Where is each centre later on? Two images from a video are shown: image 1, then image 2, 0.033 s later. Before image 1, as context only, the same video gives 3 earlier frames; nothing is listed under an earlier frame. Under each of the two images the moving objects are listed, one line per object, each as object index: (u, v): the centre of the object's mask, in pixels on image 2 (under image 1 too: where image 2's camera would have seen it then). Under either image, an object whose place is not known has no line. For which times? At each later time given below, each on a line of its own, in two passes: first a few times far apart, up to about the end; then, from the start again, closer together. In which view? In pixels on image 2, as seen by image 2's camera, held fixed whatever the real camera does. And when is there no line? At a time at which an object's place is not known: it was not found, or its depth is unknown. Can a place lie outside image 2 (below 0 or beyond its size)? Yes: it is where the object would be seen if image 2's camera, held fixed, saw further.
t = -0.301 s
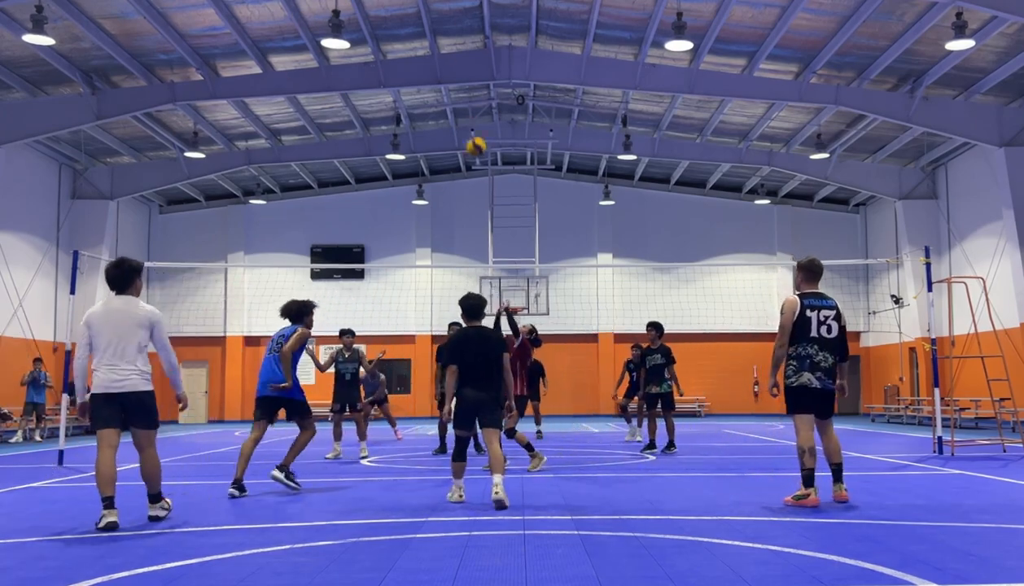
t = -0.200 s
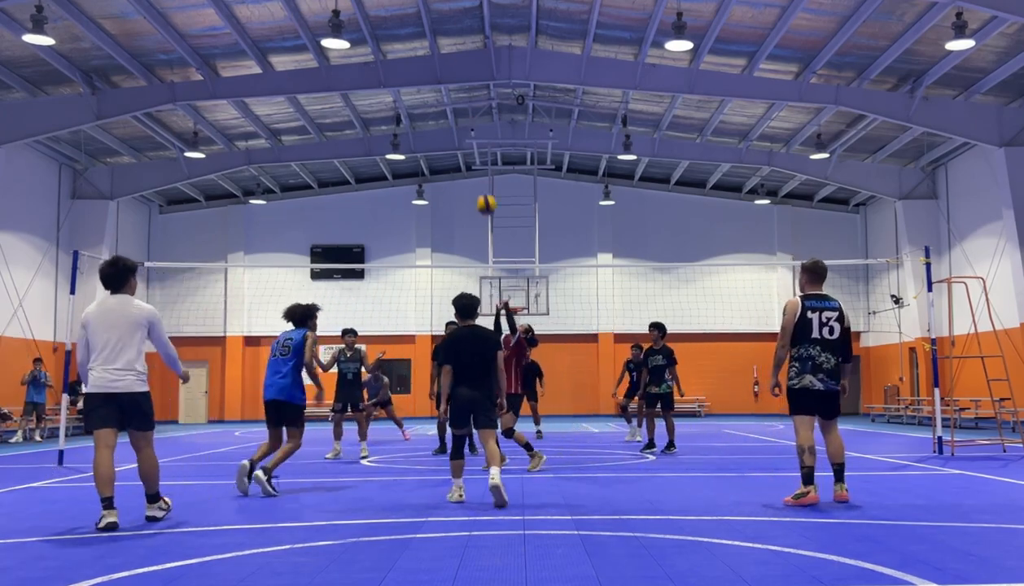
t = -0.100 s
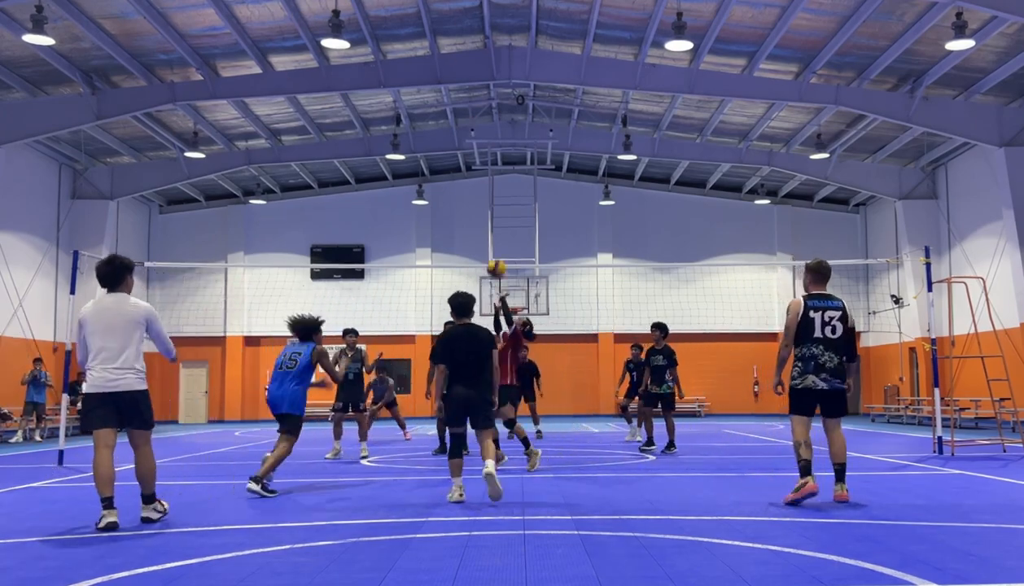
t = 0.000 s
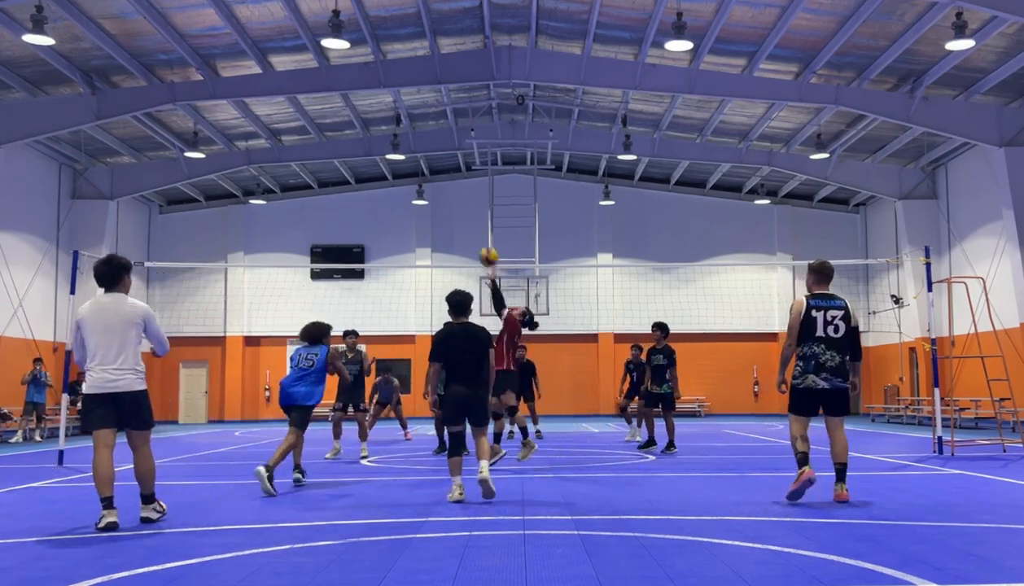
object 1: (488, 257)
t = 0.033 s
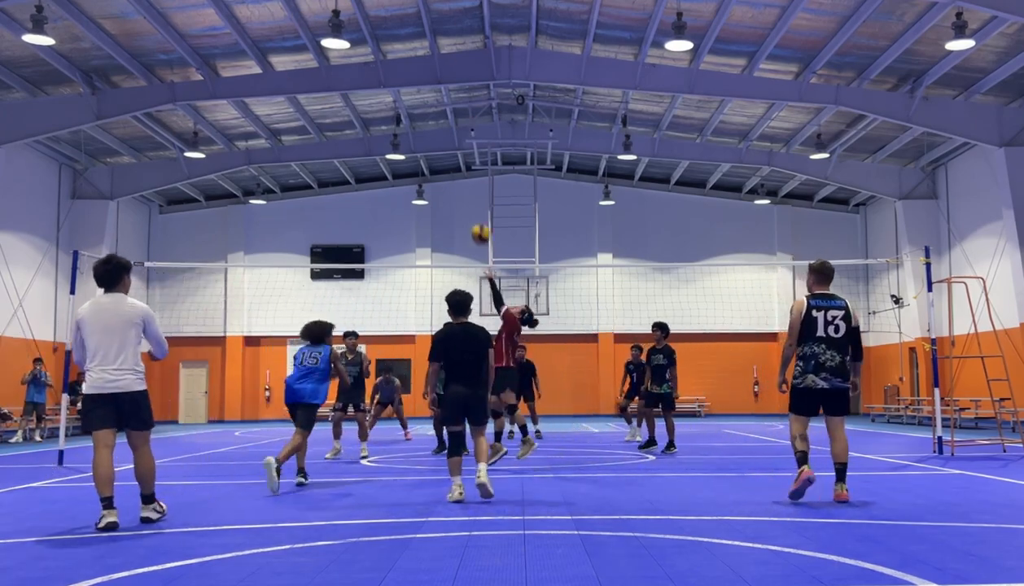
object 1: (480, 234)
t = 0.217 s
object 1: (436, 127)
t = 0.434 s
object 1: (387, 45)
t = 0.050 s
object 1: (477, 223)
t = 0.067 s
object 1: (472, 212)
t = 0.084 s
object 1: (469, 201)
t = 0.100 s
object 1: (465, 191)
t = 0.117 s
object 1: (460, 181)
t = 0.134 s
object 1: (457, 171)
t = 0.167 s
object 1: (448, 152)
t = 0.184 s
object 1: (444, 144)
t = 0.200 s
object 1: (439, 135)
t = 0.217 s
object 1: (436, 127)
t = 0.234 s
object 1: (433, 120)
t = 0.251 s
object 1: (428, 111)
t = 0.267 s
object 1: (425, 104)
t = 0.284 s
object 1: (421, 98)
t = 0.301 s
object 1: (417, 89)
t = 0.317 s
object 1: (413, 83)
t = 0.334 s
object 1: (409, 77)
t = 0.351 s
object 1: (405, 70)
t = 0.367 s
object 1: (401, 65)
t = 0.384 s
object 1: (398, 60)
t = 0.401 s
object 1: (394, 54)
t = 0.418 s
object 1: (390, 49)
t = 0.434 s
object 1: (387, 45)
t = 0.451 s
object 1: (382, 41)
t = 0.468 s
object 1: (379, 36)
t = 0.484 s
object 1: (375, 32)
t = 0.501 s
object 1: (372, 29)
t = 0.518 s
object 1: (368, 25)
